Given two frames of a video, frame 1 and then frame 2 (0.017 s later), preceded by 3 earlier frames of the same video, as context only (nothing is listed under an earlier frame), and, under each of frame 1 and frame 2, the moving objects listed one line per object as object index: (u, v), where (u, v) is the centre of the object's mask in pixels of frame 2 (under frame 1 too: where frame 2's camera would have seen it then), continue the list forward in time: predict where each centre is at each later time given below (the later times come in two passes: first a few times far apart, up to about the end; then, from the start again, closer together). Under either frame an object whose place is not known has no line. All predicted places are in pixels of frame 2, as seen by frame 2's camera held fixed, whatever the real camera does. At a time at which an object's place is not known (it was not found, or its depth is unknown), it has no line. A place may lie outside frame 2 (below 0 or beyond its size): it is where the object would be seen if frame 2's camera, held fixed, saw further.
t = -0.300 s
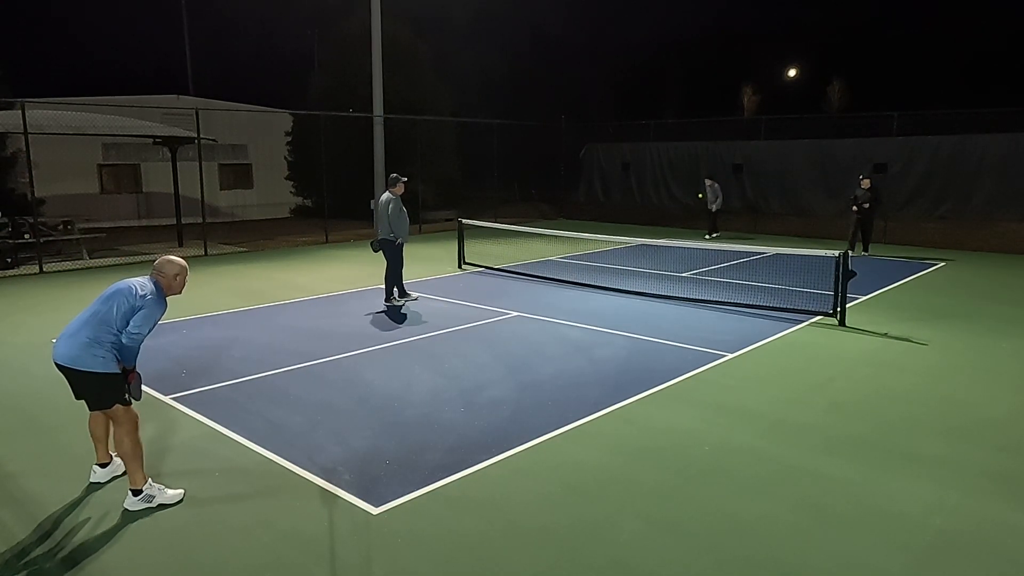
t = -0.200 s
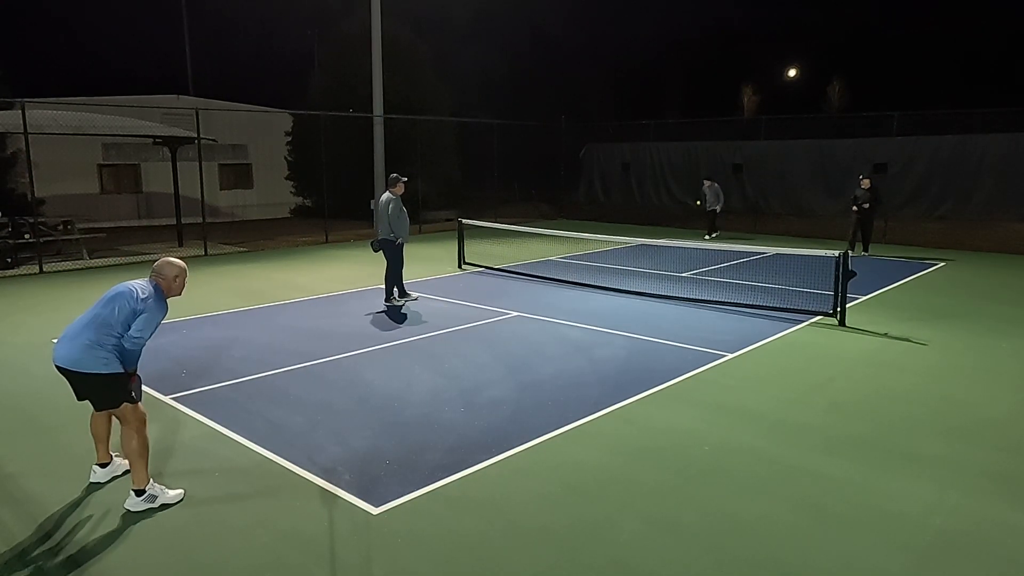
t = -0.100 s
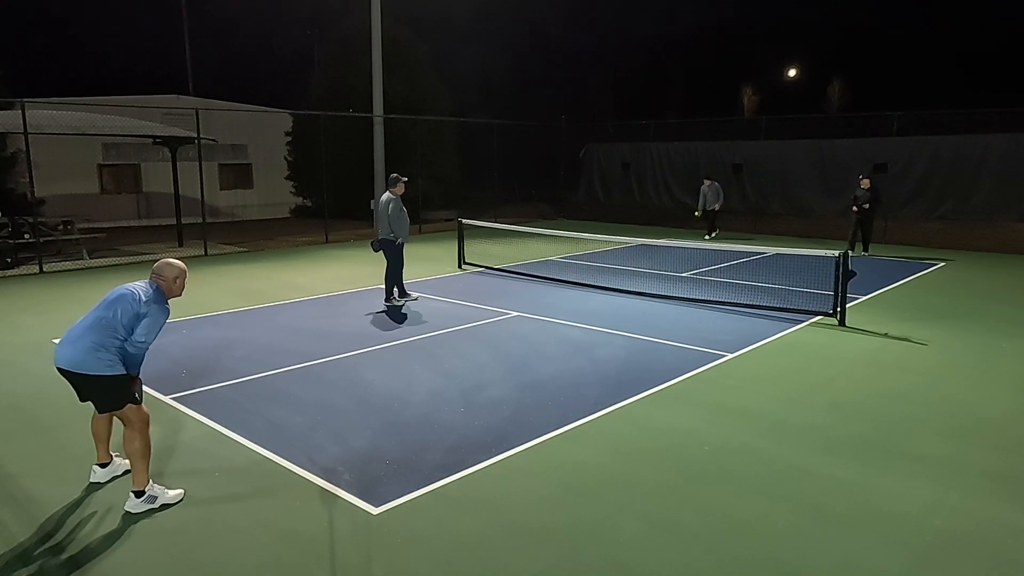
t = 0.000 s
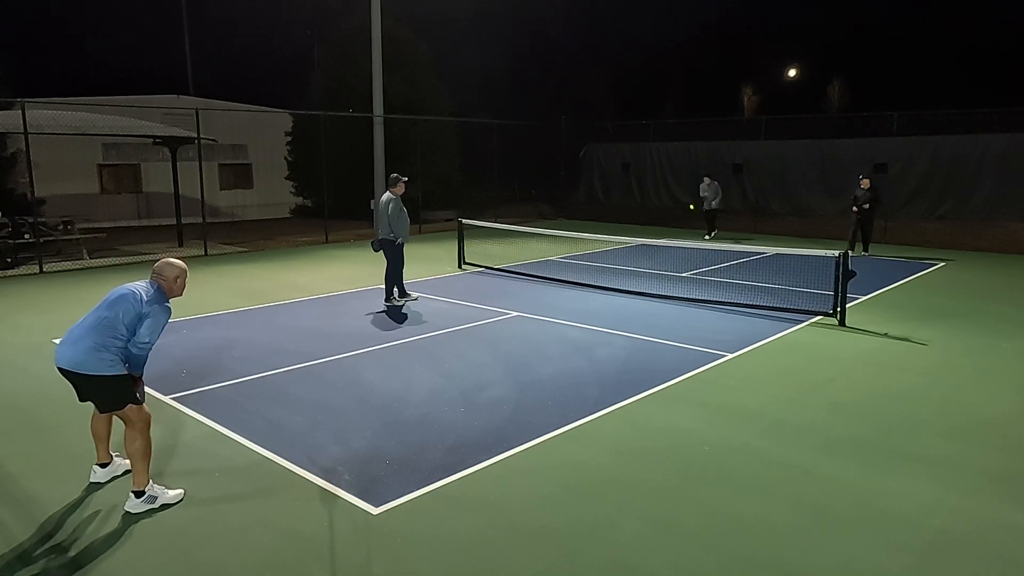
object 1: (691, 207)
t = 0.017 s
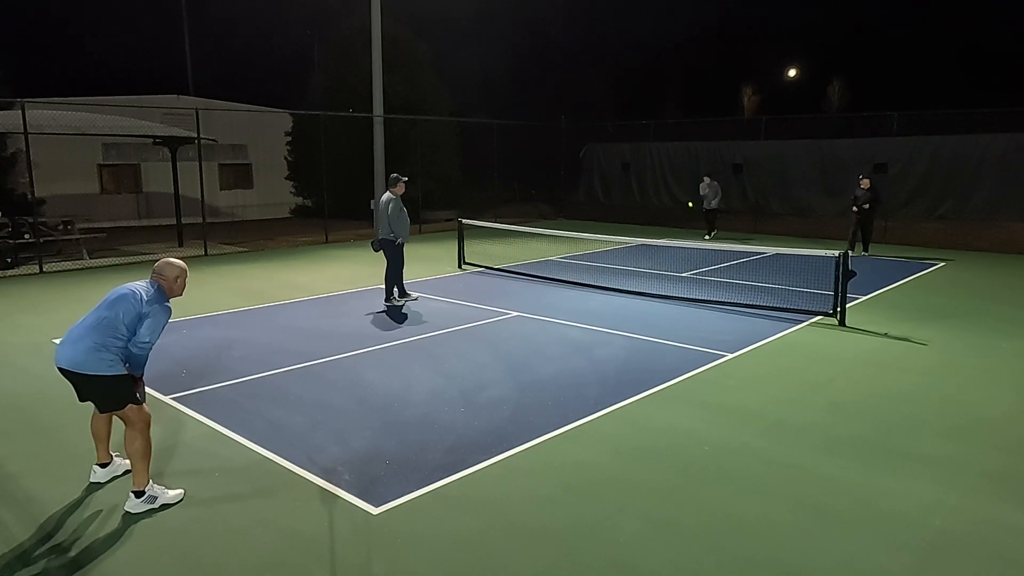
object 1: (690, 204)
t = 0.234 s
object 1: (669, 185)
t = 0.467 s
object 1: (631, 203)
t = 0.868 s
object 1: (493, 400)
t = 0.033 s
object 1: (689, 202)
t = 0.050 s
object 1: (687, 200)
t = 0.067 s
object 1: (686, 198)
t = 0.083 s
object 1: (685, 196)
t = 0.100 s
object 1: (683, 194)
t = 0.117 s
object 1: (682, 192)
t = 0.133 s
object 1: (680, 191)
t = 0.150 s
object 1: (678, 189)
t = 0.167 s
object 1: (677, 188)
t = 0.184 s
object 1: (675, 187)
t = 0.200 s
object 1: (673, 186)
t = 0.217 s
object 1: (671, 186)
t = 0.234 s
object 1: (669, 185)
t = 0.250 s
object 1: (667, 185)
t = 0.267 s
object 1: (665, 185)
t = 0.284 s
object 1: (663, 185)
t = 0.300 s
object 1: (660, 185)
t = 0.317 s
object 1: (658, 186)
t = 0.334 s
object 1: (655, 187)
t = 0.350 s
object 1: (652, 188)
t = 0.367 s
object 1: (650, 189)
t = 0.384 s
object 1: (647, 191)
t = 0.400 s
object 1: (644, 193)
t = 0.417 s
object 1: (641, 195)
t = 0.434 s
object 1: (638, 197)
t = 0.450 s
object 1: (634, 200)
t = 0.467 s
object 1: (631, 203)
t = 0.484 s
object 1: (627, 207)
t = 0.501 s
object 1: (623, 211)
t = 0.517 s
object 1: (619, 215)
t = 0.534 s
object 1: (615, 219)
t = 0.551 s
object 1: (611, 224)
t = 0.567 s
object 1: (607, 230)
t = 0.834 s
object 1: (507, 398)
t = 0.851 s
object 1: (500, 403)
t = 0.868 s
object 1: (493, 400)
